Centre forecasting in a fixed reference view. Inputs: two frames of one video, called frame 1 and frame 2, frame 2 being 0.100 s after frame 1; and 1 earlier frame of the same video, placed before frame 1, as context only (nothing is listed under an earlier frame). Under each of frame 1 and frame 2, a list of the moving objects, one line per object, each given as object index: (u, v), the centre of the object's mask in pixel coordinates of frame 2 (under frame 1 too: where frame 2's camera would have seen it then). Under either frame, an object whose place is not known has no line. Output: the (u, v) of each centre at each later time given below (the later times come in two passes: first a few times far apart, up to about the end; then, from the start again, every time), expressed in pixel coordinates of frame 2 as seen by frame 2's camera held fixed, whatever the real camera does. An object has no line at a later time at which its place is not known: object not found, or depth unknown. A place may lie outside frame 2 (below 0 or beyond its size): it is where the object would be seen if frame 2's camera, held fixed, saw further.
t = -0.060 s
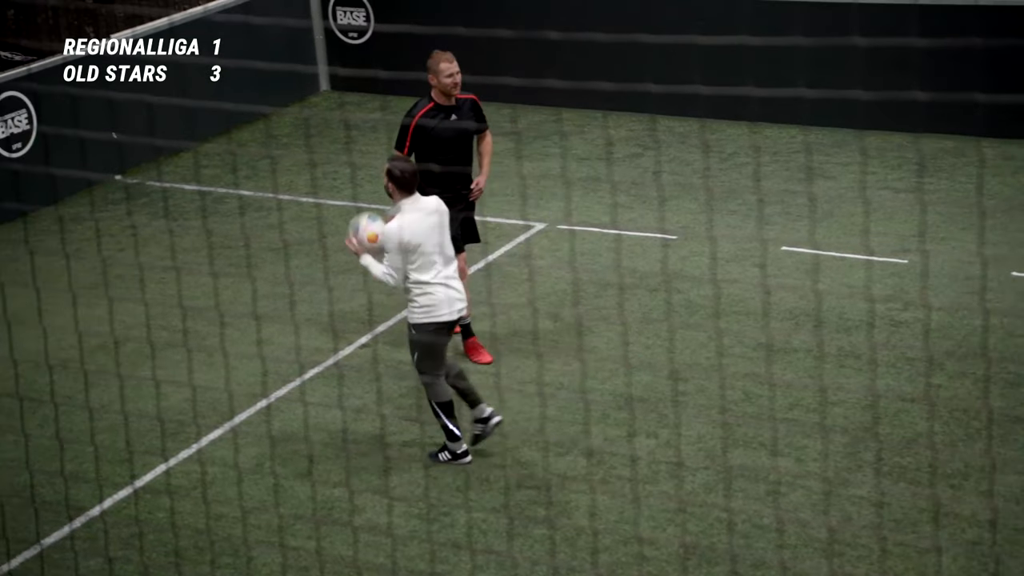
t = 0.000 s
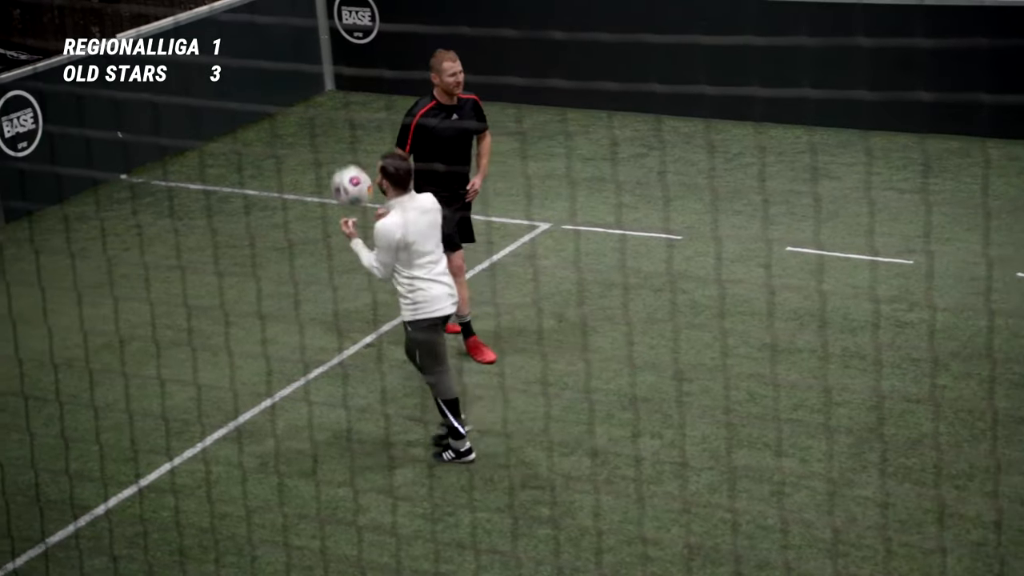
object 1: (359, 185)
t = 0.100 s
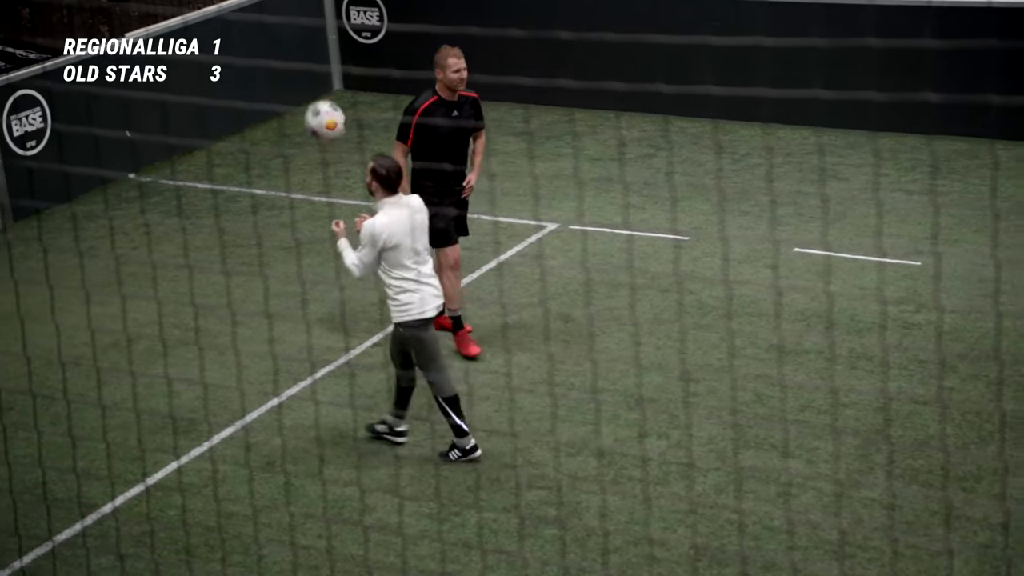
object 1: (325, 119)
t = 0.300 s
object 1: (262, 41)
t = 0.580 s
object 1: (191, 47)
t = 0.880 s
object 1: (135, 191)
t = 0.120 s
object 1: (318, 109)
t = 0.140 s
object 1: (311, 98)
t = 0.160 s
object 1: (304, 88)
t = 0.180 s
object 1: (299, 81)
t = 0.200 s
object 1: (292, 73)
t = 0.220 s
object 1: (286, 65)
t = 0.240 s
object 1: (280, 58)
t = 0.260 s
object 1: (274, 52)
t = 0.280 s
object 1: (268, 47)
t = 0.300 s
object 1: (262, 41)
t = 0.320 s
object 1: (256, 36)
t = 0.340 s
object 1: (250, 34)
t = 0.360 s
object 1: (245, 31)
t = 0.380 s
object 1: (239, 29)
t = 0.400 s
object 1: (234, 28)
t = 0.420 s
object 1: (229, 28)
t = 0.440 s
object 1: (223, 27)
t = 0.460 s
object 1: (218, 28)
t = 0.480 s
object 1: (213, 29)
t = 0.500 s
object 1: (209, 31)
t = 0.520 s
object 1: (204, 34)
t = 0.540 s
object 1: (200, 37)
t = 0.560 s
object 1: (195, 43)
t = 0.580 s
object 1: (191, 47)
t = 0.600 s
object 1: (186, 52)
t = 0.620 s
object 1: (182, 58)
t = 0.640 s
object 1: (179, 64)
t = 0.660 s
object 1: (175, 72)
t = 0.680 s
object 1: (170, 81)
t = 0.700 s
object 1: (166, 89)
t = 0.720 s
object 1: (162, 98)
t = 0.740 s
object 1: (159, 107)
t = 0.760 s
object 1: (155, 117)
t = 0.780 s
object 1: (152, 128)
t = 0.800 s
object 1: (148, 140)
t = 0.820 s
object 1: (145, 151)
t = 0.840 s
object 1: (142, 163)
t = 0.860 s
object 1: (138, 176)
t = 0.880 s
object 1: (135, 191)
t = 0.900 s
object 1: (133, 204)
